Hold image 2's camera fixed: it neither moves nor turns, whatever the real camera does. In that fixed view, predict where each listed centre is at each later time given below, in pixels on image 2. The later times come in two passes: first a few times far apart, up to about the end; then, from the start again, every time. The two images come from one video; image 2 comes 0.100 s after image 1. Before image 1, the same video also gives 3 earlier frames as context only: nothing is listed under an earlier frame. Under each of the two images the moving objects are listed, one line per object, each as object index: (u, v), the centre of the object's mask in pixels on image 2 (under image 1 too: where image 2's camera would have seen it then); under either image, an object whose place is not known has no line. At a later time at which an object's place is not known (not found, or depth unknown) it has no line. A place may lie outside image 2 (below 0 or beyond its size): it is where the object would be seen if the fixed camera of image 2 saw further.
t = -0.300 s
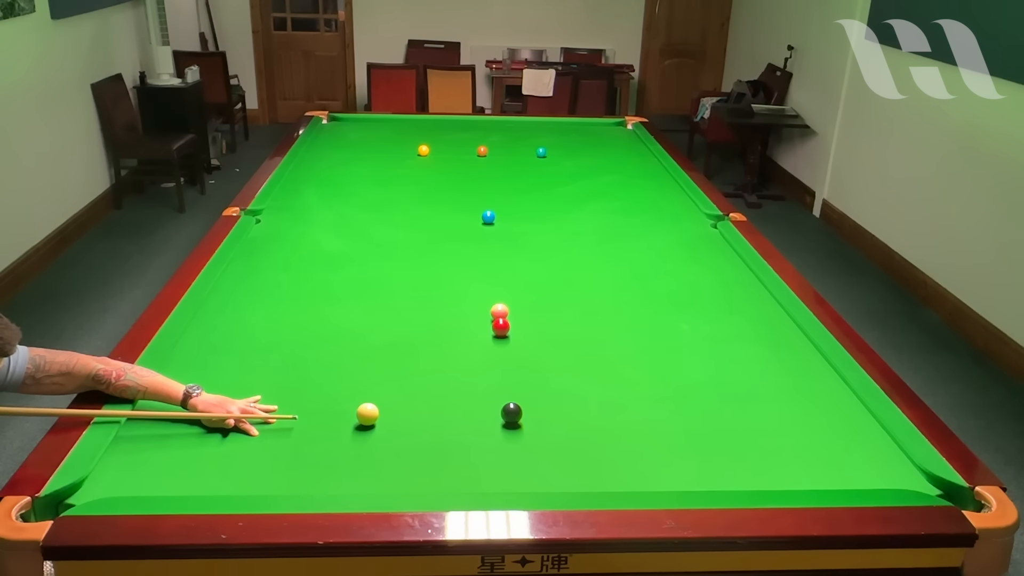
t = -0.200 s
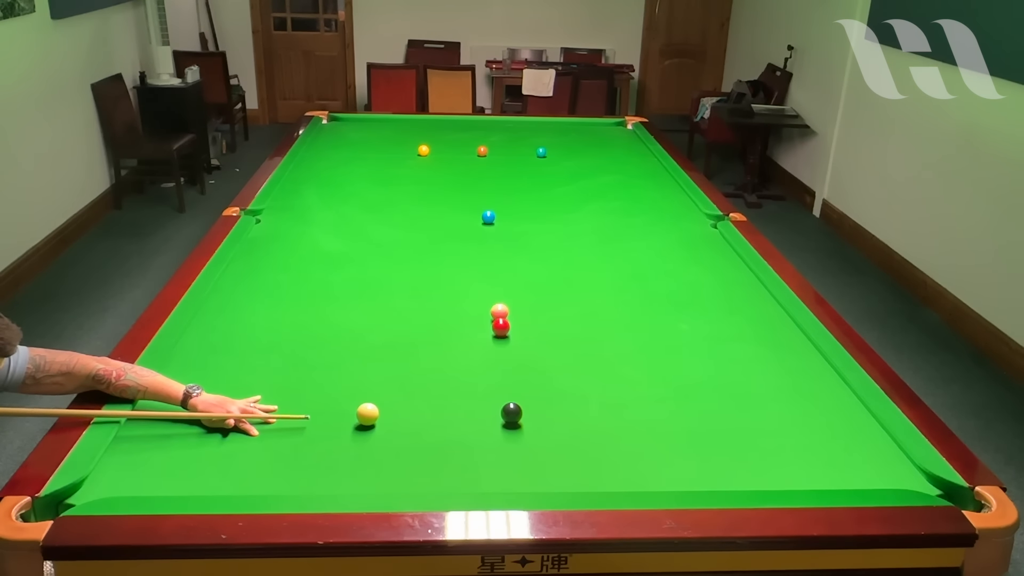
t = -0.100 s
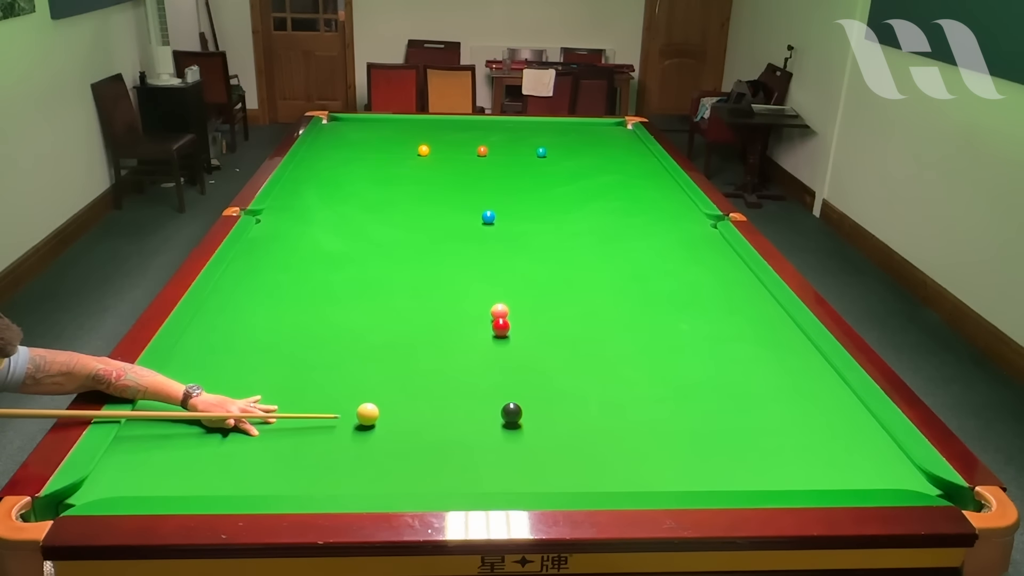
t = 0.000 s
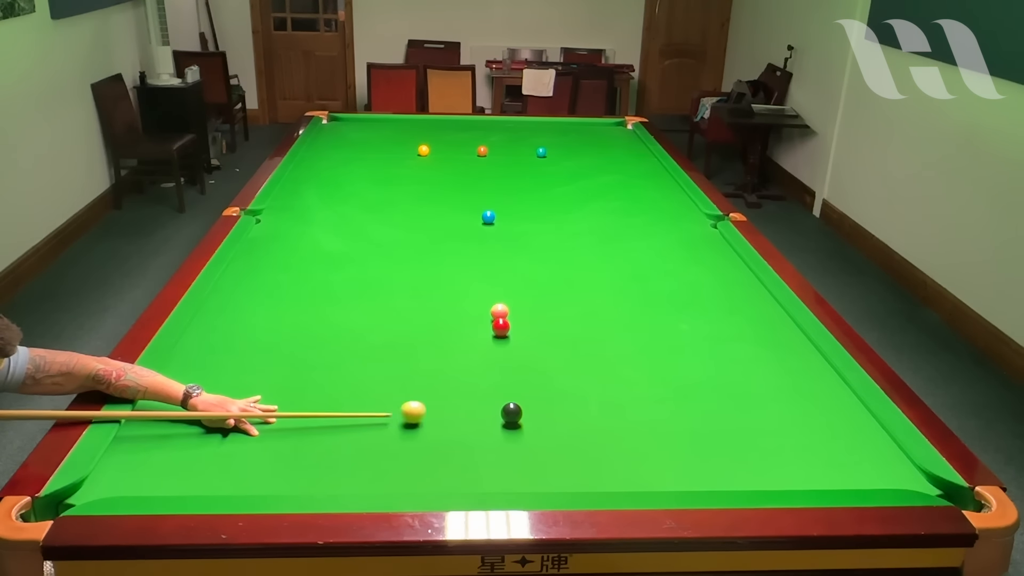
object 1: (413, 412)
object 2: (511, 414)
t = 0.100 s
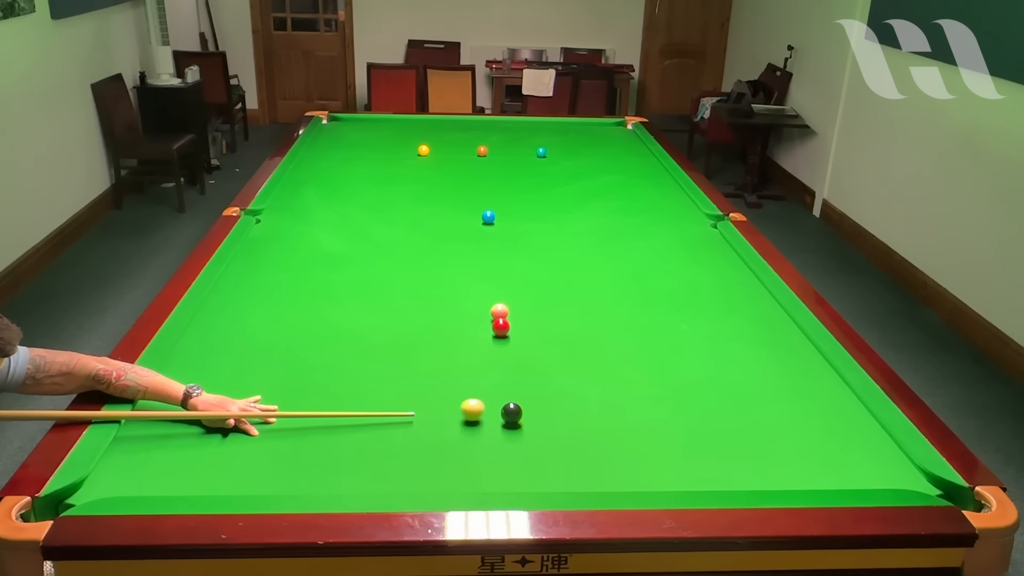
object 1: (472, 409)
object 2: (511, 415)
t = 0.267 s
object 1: (499, 399)
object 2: (563, 423)
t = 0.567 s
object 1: (515, 380)
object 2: (660, 440)
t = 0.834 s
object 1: (527, 366)
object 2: (748, 455)
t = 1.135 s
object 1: (539, 352)
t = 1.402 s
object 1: (549, 341)
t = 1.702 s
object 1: (558, 330)
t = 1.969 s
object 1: (565, 322)
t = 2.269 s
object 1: (572, 314)
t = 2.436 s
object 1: (575, 310)
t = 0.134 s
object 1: (490, 409)
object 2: (512, 415)
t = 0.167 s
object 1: (493, 406)
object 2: (525, 417)
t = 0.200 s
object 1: (495, 403)
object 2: (539, 420)
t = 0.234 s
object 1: (497, 401)
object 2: (551, 421)
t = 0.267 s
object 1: (499, 399)
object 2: (563, 423)
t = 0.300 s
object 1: (501, 397)
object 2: (574, 426)
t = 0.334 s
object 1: (503, 394)
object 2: (585, 427)
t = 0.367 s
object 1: (504, 392)
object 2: (596, 429)
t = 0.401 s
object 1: (506, 390)
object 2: (606, 431)
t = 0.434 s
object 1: (508, 388)
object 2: (617, 433)
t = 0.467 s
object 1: (510, 386)
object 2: (628, 435)
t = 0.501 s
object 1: (511, 384)
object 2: (639, 436)
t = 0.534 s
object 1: (513, 382)
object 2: (649, 438)
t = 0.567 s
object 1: (515, 380)
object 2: (660, 440)
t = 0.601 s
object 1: (516, 378)
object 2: (671, 442)
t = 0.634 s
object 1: (518, 377)
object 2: (682, 444)
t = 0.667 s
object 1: (519, 375)
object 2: (693, 446)
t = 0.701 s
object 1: (521, 373)
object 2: (704, 447)
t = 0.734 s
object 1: (522, 371)
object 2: (715, 449)
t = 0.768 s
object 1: (524, 369)
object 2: (726, 451)
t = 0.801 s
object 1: (525, 368)
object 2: (737, 453)
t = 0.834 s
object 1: (527, 366)
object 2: (748, 455)
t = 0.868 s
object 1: (528, 364)
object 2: (759, 457)
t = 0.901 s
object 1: (530, 363)
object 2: (770, 459)
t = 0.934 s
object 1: (531, 361)
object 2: (781, 461)
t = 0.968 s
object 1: (533, 359)
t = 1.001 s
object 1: (534, 358)
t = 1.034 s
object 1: (535, 357)
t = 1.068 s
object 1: (537, 355)
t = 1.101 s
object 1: (538, 353)
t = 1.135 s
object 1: (539, 352)
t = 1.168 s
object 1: (540, 350)
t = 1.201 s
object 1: (542, 349)
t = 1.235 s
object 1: (543, 348)
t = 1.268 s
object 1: (544, 346)
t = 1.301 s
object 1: (545, 345)
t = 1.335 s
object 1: (546, 344)
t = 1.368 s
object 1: (547, 342)
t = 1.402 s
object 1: (549, 341)
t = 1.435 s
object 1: (550, 340)
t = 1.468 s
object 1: (551, 339)
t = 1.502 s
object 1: (552, 337)
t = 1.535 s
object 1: (553, 336)
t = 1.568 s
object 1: (554, 335)
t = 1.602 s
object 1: (555, 334)
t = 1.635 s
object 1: (556, 333)
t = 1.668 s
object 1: (557, 331)
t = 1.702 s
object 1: (558, 330)
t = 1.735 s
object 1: (559, 329)
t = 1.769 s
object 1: (560, 328)
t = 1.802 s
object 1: (561, 328)
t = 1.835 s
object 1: (562, 326)
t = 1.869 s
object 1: (563, 325)
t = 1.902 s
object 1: (564, 324)
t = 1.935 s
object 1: (565, 323)
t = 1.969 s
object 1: (565, 322)
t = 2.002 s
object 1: (566, 321)
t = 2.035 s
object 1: (567, 320)
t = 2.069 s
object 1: (568, 319)
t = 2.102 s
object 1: (569, 318)
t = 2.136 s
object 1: (569, 317)
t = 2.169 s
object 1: (570, 316)
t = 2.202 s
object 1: (571, 316)
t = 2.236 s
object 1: (572, 315)
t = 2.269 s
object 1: (572, 314)
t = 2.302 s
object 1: (573, 313)
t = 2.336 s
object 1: (574, 312)
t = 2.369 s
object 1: (574, 312)
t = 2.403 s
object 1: (575, 311)
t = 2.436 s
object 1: (575, 310)
